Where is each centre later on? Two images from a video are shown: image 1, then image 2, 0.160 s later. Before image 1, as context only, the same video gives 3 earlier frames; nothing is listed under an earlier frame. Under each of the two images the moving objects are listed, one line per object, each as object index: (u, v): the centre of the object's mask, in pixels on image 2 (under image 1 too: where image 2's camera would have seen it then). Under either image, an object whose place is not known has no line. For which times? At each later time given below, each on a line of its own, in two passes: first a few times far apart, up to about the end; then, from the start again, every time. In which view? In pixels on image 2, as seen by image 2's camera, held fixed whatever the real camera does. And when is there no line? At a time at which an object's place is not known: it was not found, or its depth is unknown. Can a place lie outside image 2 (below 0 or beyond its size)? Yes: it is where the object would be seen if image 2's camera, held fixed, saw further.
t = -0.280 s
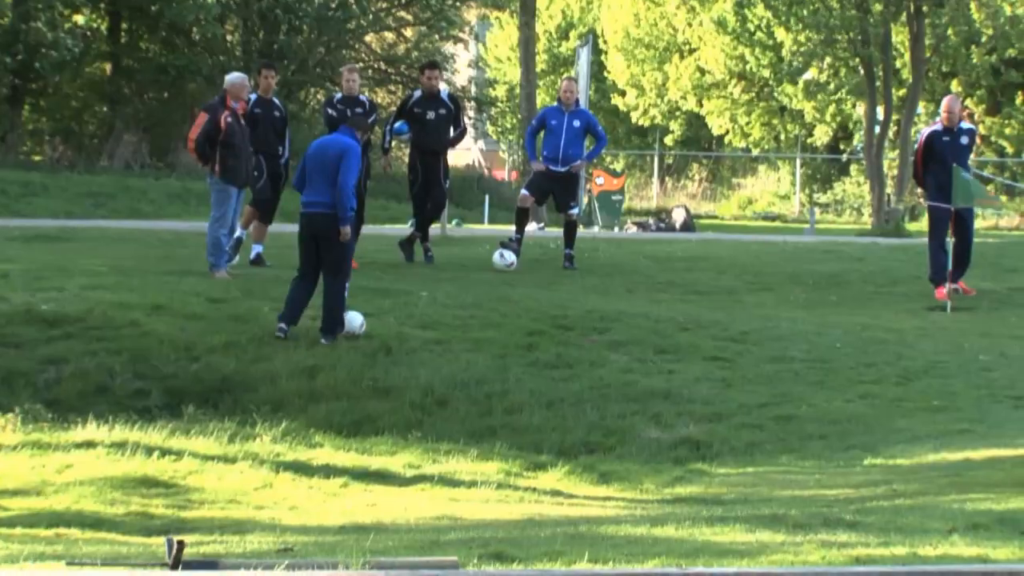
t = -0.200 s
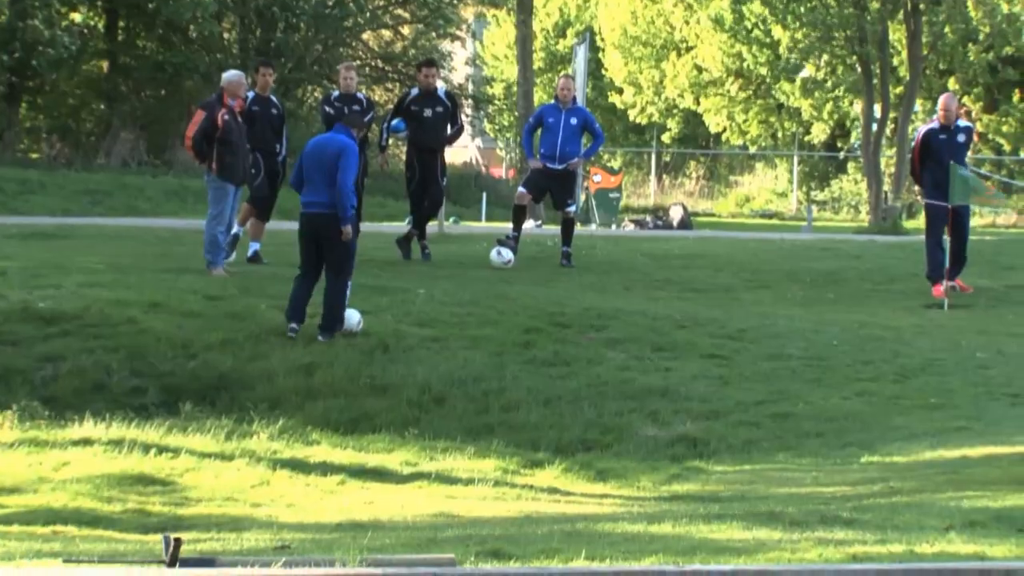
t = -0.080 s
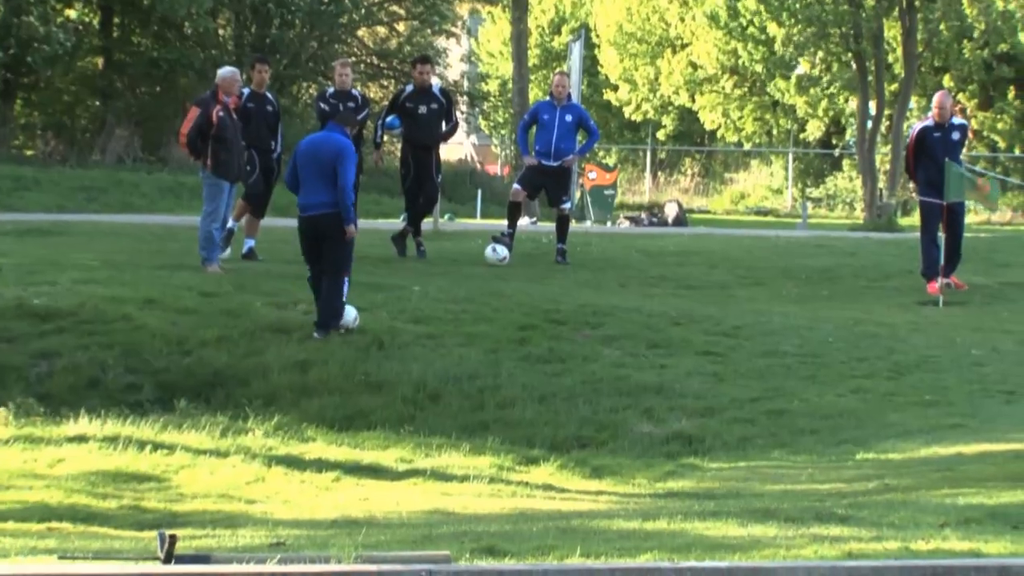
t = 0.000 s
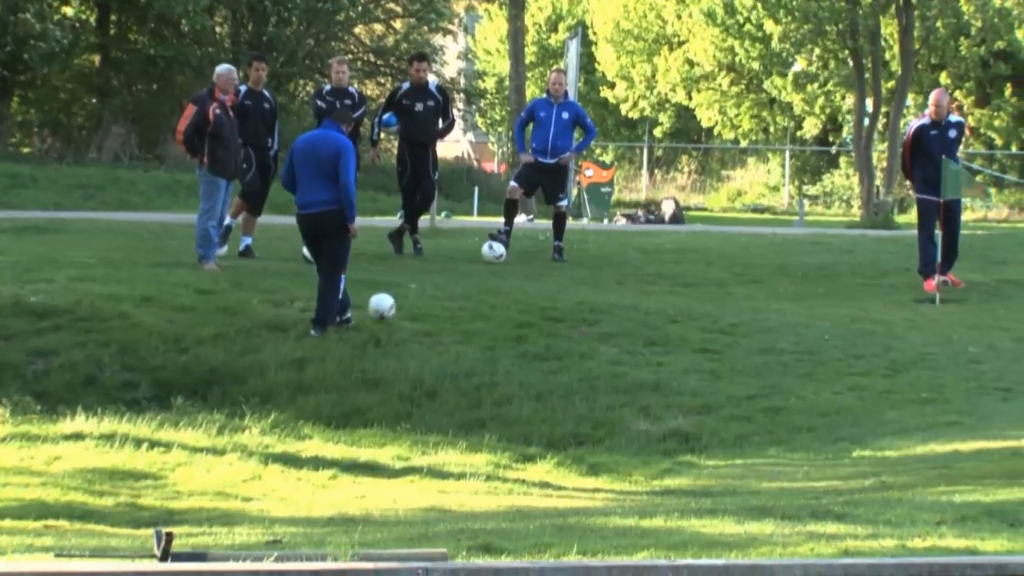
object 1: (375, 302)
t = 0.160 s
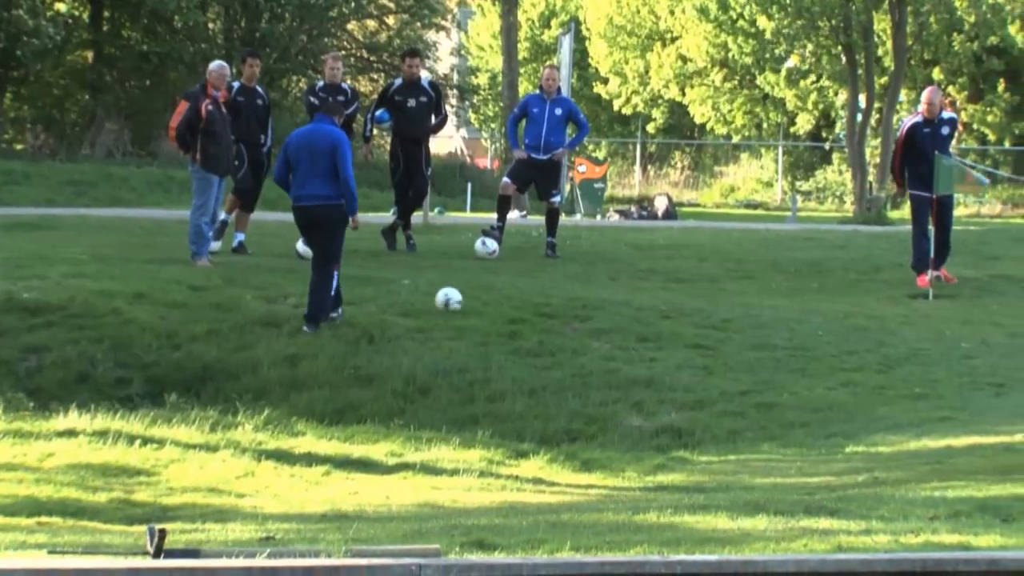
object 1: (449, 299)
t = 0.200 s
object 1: (463, 297)
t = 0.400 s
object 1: (523, 292)
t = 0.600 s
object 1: (570, 286)
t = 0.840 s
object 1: (619, 283)
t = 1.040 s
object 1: (658, 290)
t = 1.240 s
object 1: (696, 288)
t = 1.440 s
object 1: (730, 287)
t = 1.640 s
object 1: (761, 287)
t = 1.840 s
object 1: (790, 287)
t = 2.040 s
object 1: (816, 287)
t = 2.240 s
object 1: (841, 286)
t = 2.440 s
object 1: (864, 286)
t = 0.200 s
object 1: (463, 297)
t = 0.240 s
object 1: (477, 296)
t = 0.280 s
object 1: (489, 296)
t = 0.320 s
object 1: (502, 297)
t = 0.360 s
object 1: (514, 297)
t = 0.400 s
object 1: (523, 292)
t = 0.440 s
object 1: (533, 287)
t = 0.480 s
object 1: (543, 283)
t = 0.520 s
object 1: (552, 282)
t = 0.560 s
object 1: (561, 283)
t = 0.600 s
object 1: (570, 286)
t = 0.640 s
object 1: (579, 291)
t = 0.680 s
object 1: (588, 292)
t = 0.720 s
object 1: (596, 287)
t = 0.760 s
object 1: (604, 284)
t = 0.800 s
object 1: (611, 283)
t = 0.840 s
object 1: (619, 283)
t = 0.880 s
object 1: (626, 287)
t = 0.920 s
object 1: (634, 290)
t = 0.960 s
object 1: (642, 292)
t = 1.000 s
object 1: (650, 291)
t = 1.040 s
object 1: (658, 290)
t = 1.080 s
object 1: (666, 290)
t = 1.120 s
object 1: (673, 288)
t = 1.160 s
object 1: (681, 289)
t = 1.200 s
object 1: (688, 289)
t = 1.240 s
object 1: (696, 288)
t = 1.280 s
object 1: (703, 288)
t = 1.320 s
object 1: (710, 288)
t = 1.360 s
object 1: (716, 288)
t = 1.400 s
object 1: (724, 288)
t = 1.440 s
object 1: (730, 287)
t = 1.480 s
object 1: (737, 287)
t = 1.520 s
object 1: (743, 287)
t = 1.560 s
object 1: (749, 288)
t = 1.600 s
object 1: (755, 288)
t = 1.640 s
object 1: (761, 287)
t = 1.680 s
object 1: (767, 287)
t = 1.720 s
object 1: (773, 288)
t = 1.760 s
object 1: (779, 287)
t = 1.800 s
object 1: (784, 287)
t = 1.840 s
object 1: (790, 287)
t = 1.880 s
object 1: (796, 287)
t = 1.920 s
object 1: (801, 287)
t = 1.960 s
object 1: (807, 287)
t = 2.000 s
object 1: (811, 286)
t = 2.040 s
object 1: (816, 287)
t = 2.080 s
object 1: (821, 287)
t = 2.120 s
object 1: (826, 286)
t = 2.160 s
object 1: (831, 286)
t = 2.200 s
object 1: (836, 286)
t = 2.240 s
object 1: (841, 286)
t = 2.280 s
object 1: (846, 286)
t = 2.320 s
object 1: (850, 286)
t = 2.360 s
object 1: (855, 286)
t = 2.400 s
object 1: (859, 285)
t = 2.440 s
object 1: (864, 286)
